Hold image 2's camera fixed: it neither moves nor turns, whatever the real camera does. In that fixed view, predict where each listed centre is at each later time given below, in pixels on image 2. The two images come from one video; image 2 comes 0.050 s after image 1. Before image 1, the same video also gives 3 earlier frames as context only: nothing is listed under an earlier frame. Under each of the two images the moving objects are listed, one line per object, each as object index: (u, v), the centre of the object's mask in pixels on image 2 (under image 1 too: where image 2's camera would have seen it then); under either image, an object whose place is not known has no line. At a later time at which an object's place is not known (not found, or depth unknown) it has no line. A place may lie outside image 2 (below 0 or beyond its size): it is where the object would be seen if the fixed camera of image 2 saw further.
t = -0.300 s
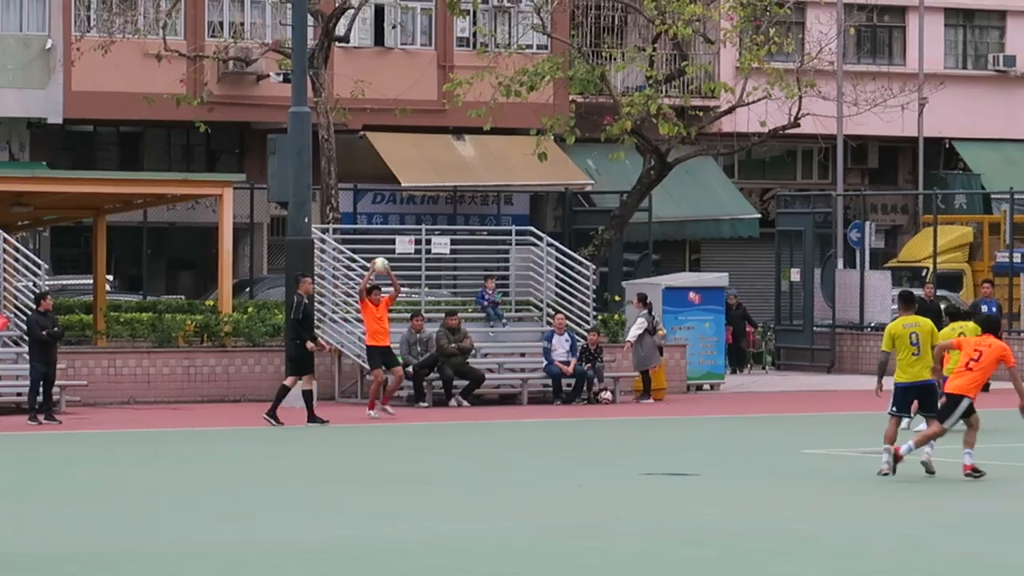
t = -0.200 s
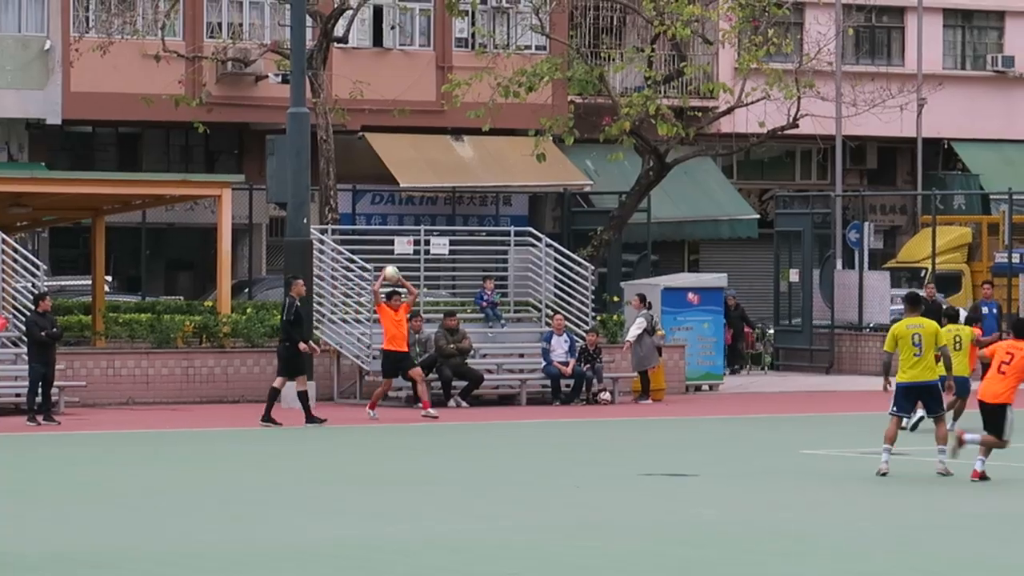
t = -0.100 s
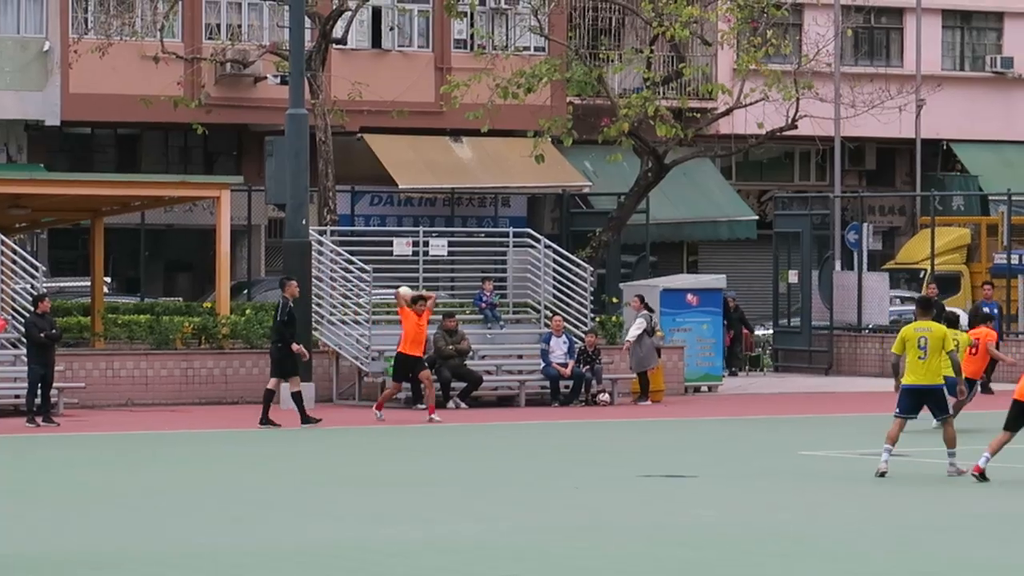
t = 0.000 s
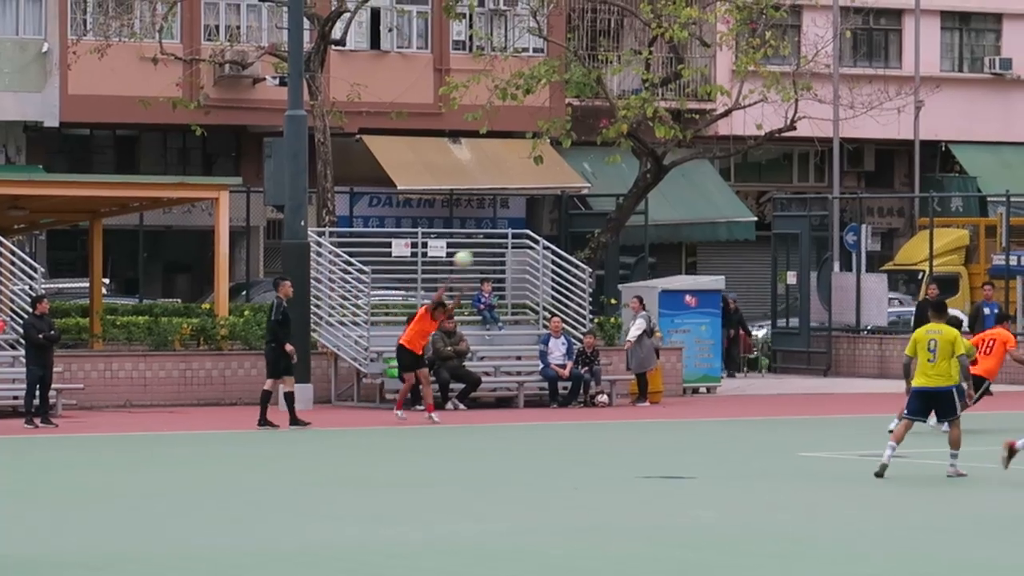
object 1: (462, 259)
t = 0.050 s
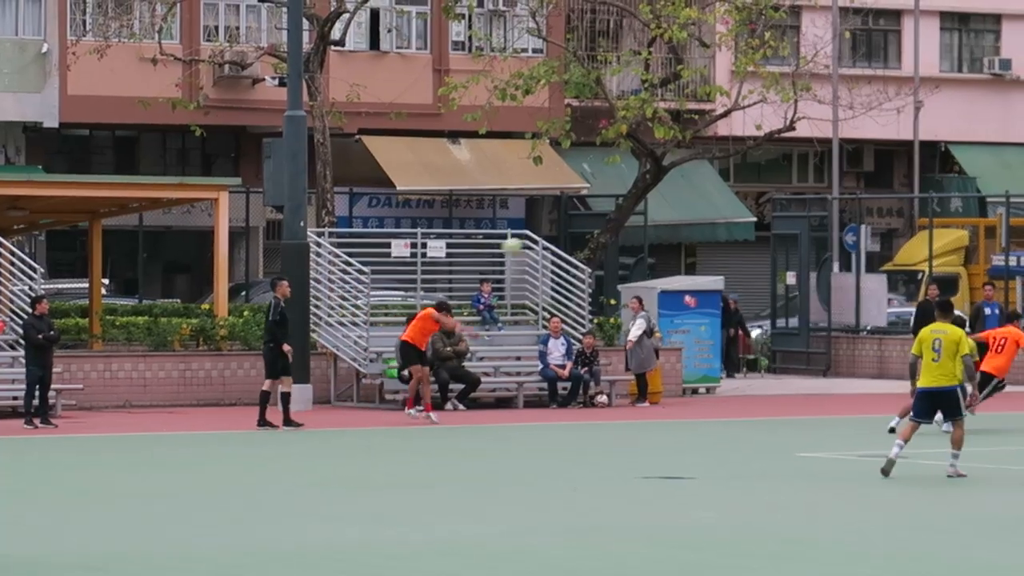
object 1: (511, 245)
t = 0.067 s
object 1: (528, 242)
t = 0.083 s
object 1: (546, 237)
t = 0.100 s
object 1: (562, 234)
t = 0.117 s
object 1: (579, 231)
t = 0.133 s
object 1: (595, 227)
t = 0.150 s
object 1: (612, 223)
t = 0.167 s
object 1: (630, 220)
